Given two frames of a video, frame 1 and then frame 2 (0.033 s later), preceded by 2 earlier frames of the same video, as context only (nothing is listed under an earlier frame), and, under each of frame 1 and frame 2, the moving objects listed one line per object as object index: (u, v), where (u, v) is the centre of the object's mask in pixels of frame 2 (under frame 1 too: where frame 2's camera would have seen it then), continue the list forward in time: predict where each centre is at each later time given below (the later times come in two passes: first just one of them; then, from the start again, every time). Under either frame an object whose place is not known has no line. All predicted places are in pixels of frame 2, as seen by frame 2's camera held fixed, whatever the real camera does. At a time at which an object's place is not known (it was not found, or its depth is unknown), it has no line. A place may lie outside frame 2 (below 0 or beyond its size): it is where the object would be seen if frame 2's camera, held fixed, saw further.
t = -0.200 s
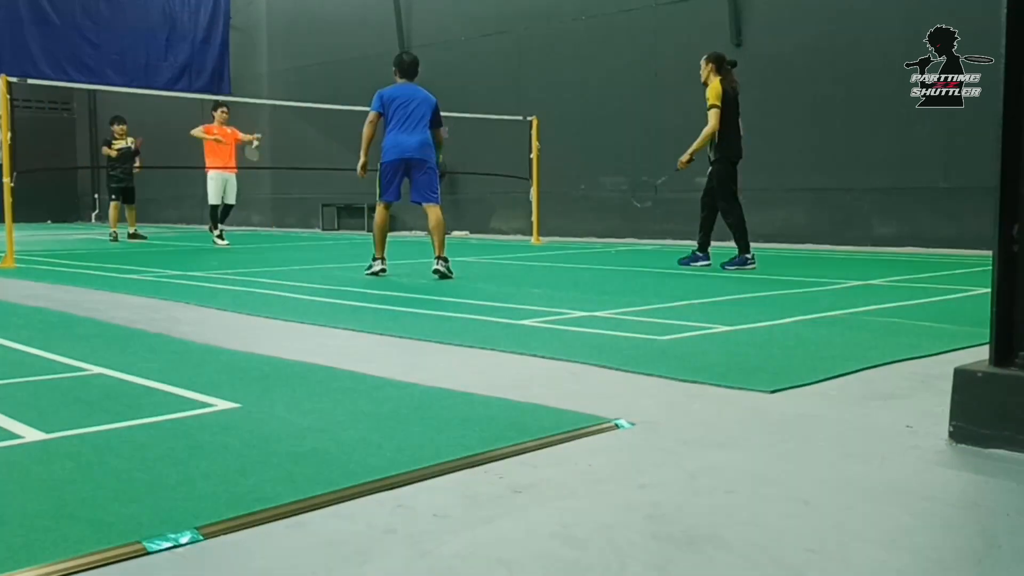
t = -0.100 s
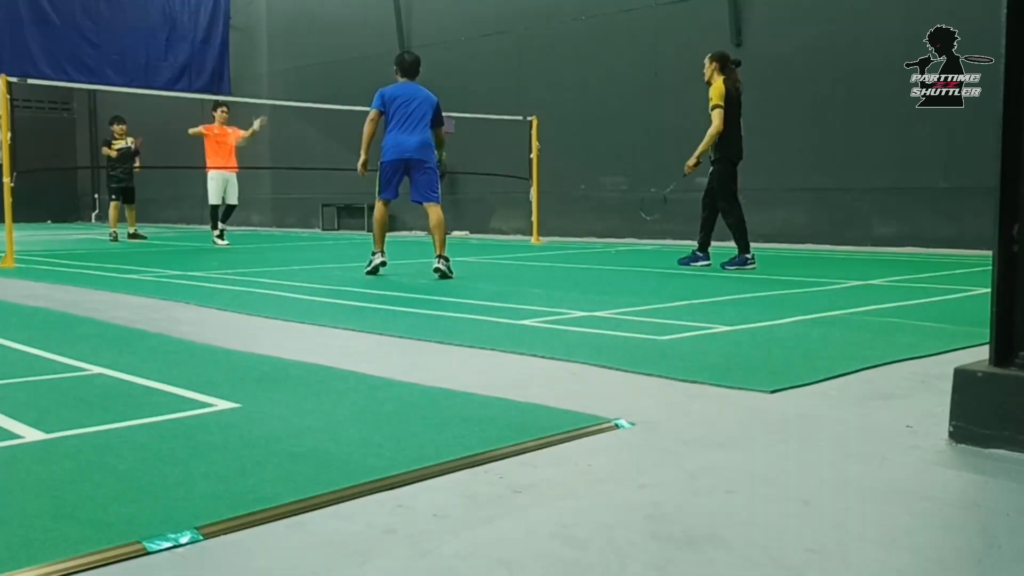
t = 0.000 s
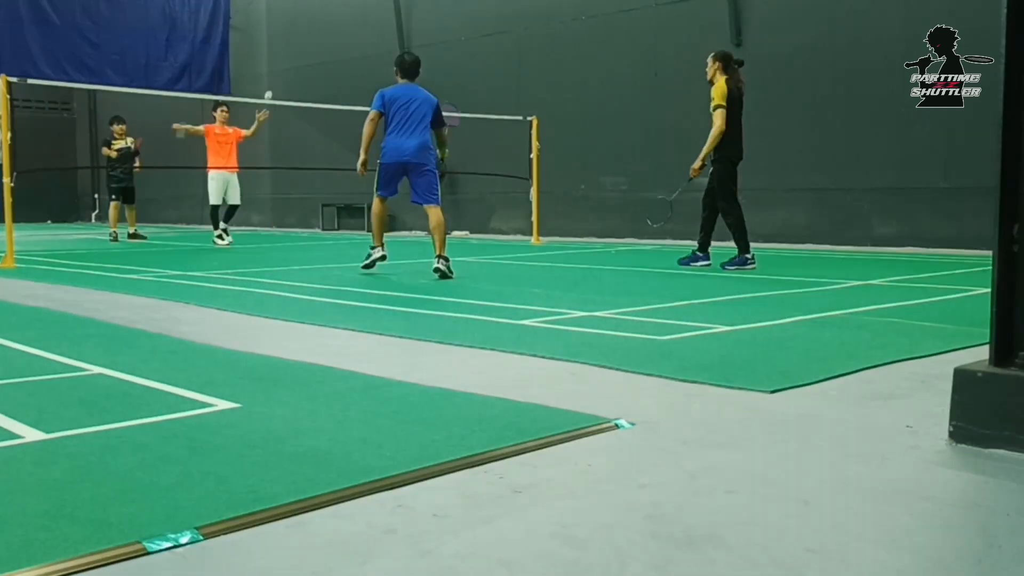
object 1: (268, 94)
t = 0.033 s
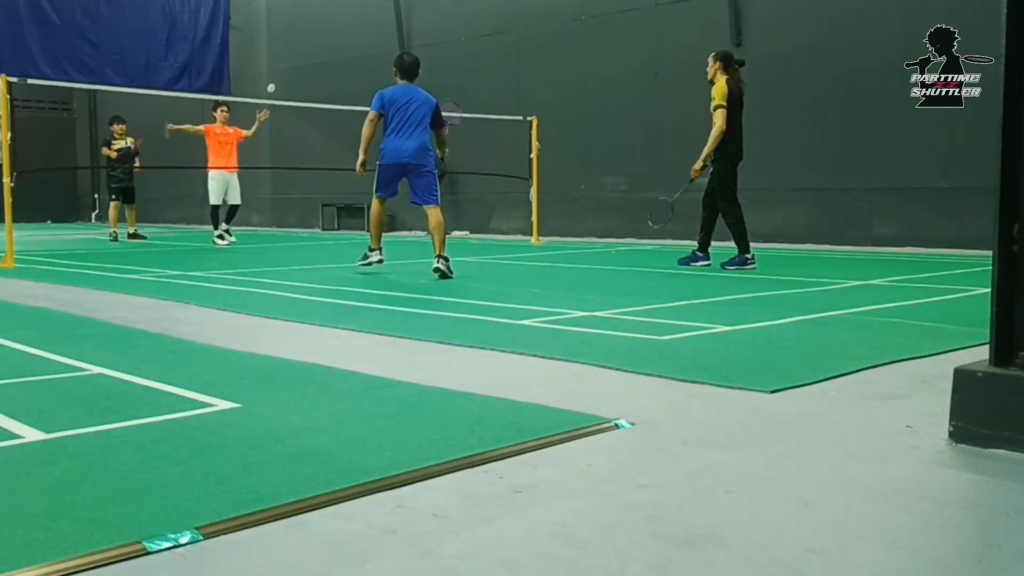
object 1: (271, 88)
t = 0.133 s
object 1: (279, 72)
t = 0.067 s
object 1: (274, 81)
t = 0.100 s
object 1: (276, 76)
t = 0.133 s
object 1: (279, 72)
